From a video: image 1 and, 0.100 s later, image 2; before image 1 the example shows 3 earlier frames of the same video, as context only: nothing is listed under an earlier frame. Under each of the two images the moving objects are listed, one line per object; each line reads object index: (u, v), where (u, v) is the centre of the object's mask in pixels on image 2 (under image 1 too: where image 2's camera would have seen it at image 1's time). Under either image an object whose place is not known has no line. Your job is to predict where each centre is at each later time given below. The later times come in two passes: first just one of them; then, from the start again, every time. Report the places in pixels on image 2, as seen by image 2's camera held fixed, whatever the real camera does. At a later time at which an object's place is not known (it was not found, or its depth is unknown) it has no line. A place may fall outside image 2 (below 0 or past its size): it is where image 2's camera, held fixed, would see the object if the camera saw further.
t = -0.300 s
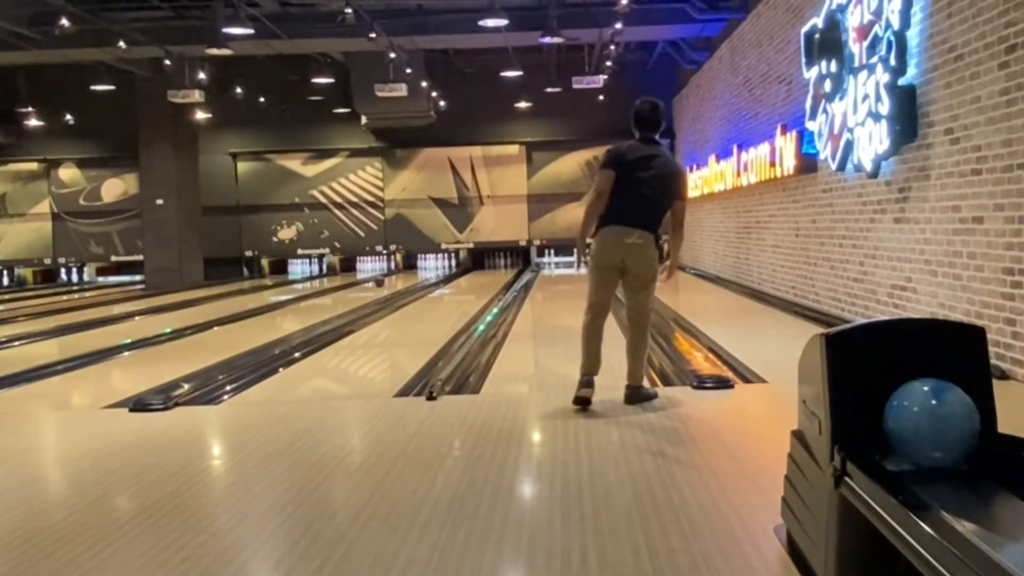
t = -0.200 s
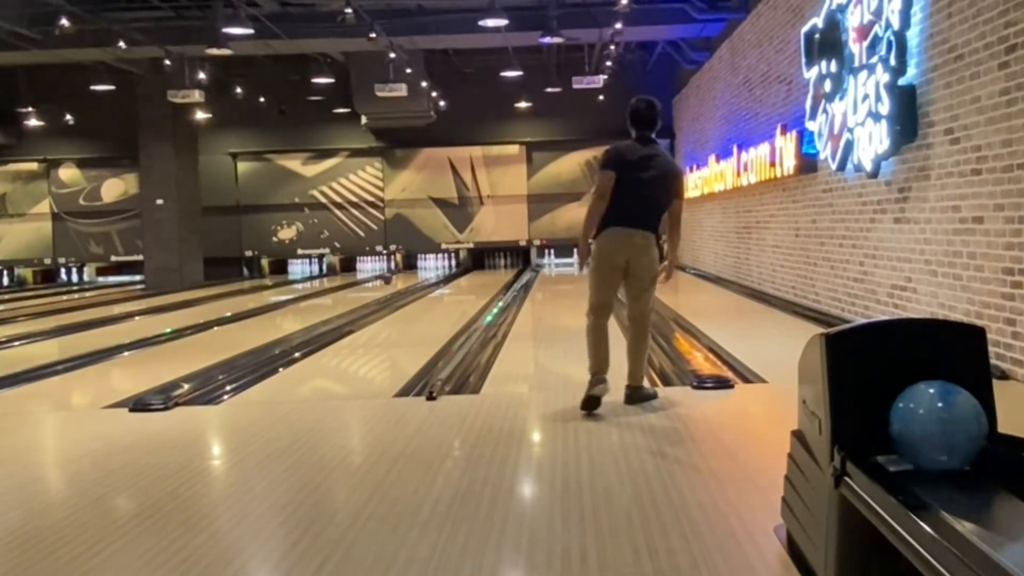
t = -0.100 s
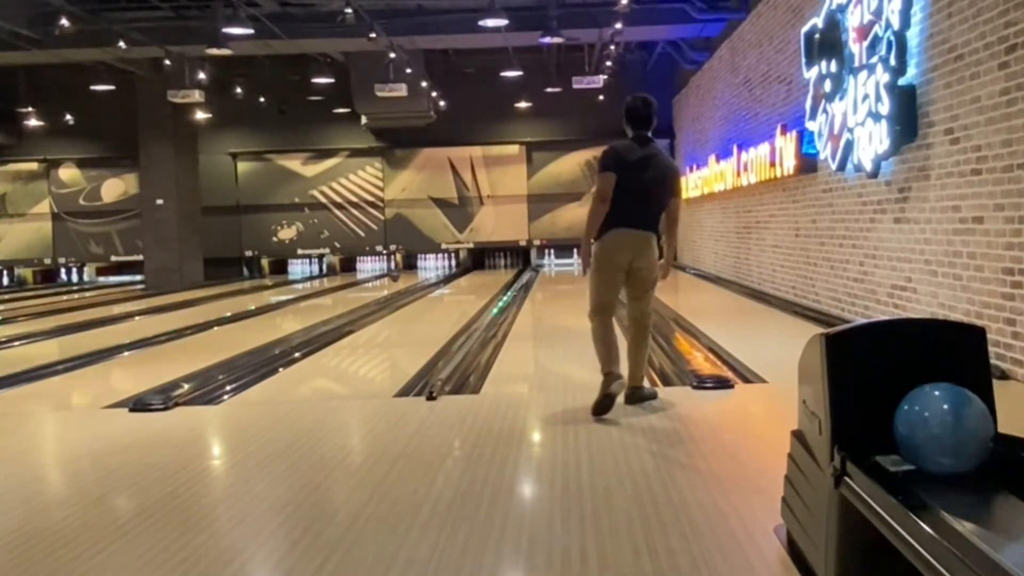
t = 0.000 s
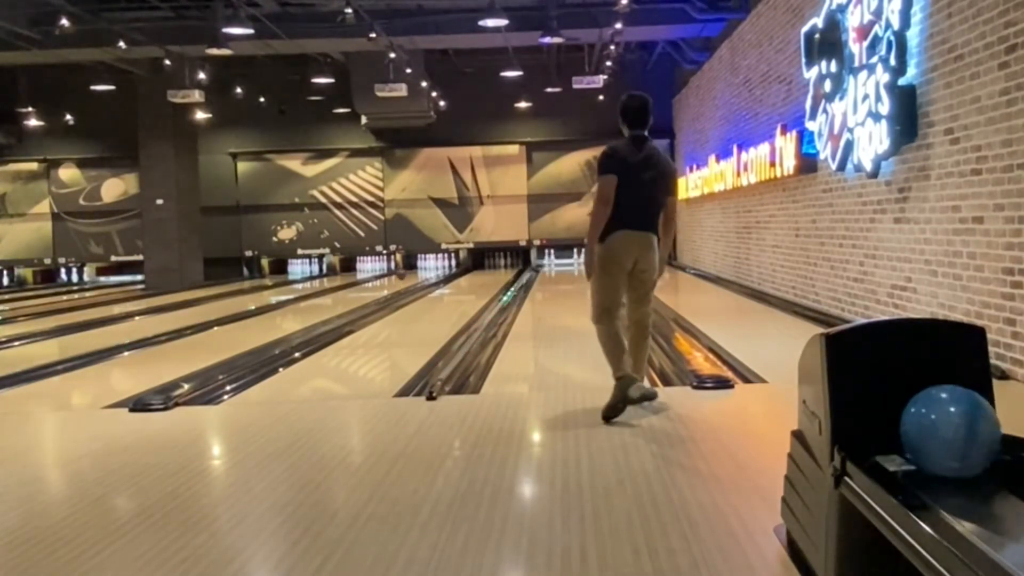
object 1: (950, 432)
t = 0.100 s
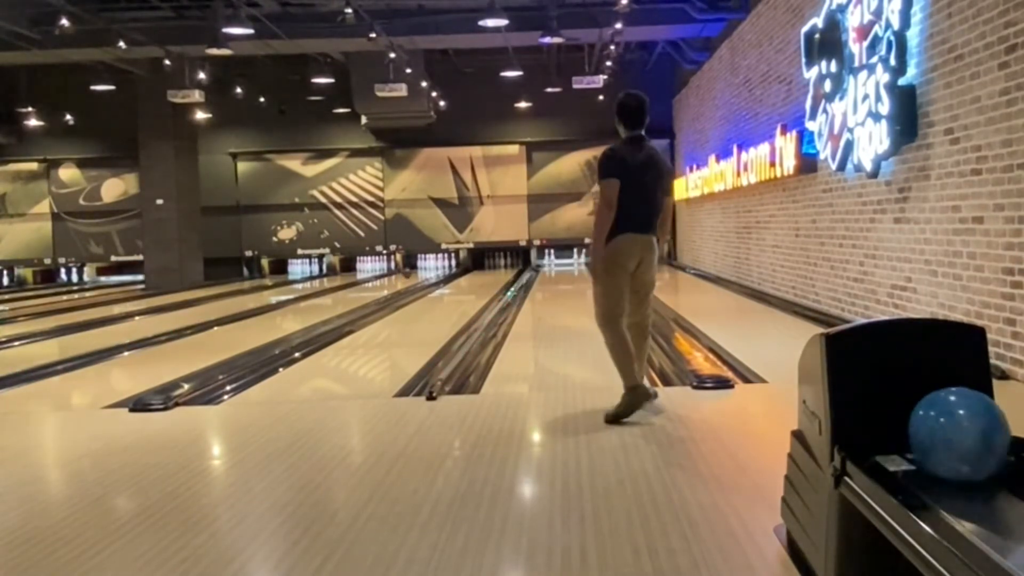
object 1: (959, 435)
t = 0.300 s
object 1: (980, 442)
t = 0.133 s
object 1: (962, 436)
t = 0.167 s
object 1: (967, 437)
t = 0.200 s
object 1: (970, 438)
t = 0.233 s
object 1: (974, 440)
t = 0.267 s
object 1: (977, 441)
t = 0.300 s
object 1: (980, 442)
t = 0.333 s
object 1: (983, 443)
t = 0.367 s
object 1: (986, 443)
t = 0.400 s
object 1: (989, 444)
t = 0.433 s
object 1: (992, 445)
